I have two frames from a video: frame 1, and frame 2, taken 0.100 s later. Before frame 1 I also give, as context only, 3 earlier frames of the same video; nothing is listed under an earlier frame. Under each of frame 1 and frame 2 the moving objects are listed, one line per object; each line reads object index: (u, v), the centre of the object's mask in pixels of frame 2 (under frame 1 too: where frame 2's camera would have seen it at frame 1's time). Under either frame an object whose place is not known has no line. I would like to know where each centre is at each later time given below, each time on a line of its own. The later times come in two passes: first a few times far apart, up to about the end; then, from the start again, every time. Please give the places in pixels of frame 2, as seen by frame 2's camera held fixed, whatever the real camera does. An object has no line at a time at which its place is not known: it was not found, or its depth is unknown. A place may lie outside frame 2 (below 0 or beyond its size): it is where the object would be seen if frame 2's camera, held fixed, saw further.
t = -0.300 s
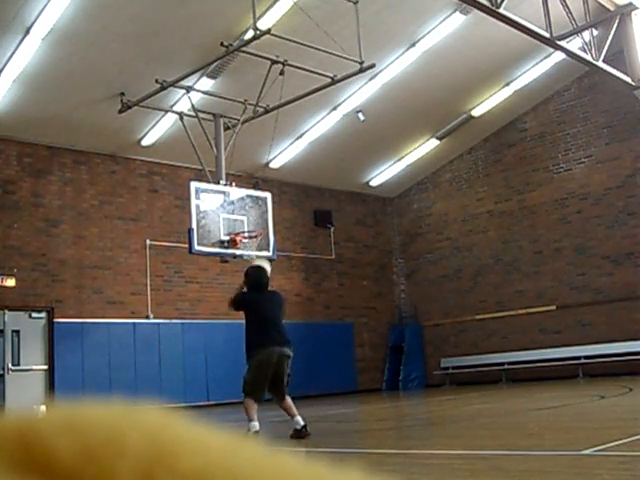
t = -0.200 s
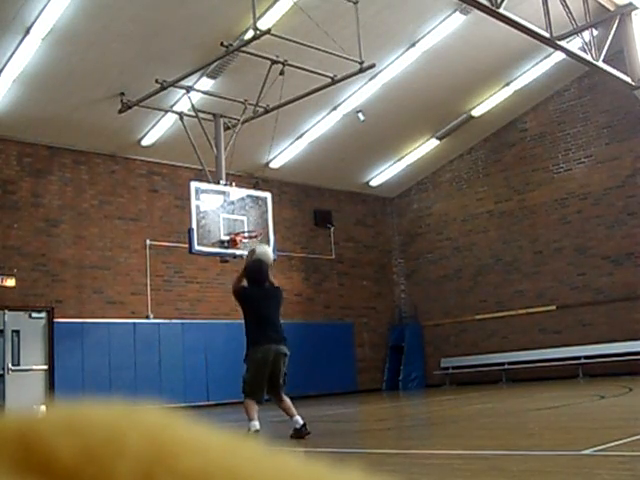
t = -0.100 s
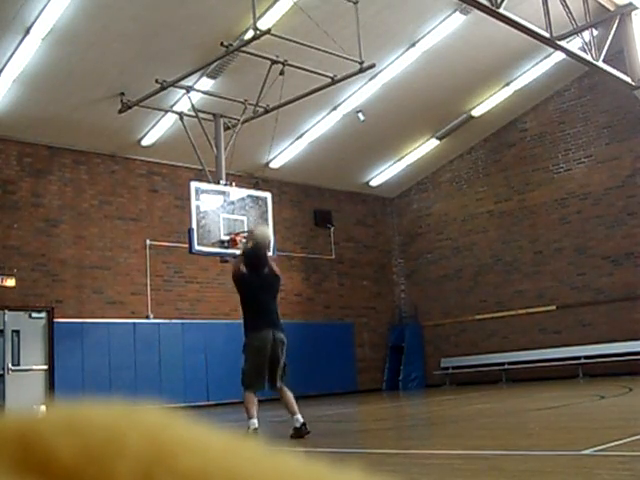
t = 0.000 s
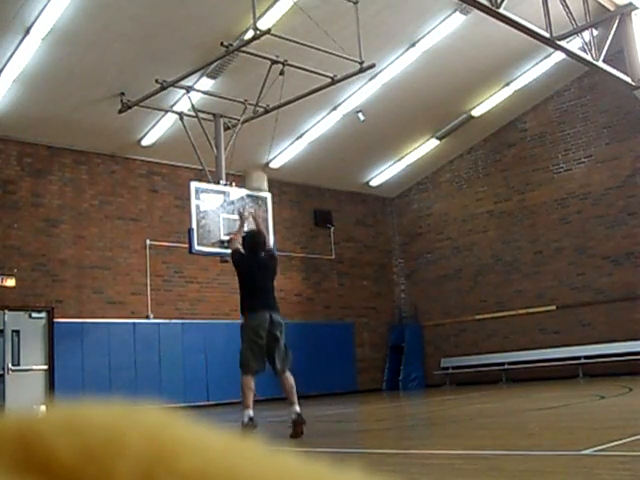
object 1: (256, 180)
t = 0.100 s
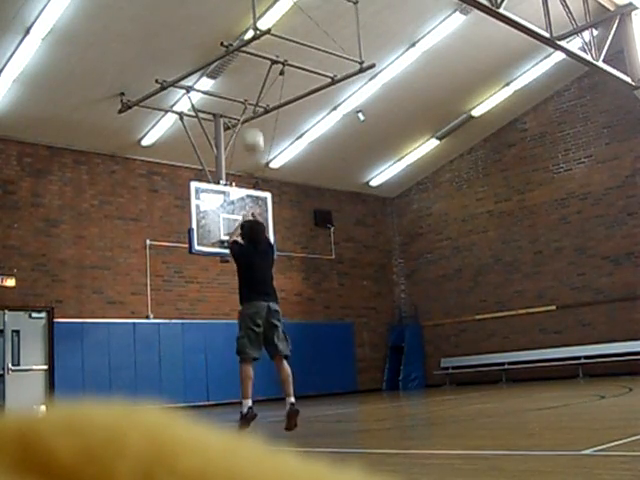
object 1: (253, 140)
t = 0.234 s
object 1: (249, 103)
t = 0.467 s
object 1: (246, 78)
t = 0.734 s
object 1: (245, 93)
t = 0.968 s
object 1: (246, 136)
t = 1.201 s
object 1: (248, 203)
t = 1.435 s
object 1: (248, 208)
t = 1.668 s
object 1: (250, 208)
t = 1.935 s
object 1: (254, 231)
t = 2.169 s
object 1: (275, 239)
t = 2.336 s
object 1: (290, 261)
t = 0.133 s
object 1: (252, 129)
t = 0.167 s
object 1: (251, 120)
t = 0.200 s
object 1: (250, 111)
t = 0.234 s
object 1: (249, 103)
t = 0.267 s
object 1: (249, 97)
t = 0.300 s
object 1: (248, 92)
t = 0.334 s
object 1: (248, 87)
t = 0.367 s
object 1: (247, 83)
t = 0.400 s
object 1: (247, 81)
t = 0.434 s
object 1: (246, 79)
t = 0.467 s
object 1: (246, 78)
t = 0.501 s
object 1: (246, 78)
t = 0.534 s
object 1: (245, 78)
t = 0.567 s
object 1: (245, 79)
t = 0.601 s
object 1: (245, 80)
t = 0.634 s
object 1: (245, 83)
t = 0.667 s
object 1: (245, 86)
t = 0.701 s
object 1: (244, 89)
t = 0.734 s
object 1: (245, 93)
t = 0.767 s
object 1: (244, 98)
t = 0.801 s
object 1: (245, 103)
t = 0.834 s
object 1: (245, 109)
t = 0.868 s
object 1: (245, 115)
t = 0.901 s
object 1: (245, 122)
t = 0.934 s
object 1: (246, 129)
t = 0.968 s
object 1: (246, 136)
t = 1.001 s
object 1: (246, 144)
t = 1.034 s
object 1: (247, 152)
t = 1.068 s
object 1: (247, 162)
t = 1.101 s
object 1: (247, 172)
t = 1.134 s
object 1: (247, 180)
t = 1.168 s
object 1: (249, 190)
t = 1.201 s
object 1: (248, 203)
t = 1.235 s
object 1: (249, 215)
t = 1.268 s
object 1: (249, 225)
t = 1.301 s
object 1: (248, 221)
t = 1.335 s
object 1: (248, 217)
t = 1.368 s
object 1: (248, 213)
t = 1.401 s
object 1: (248, 210)
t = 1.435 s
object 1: (248, 208)
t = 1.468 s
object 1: (248, 206)
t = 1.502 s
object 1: (248, 205)
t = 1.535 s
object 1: (248, 204)
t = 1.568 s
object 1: (249, 205)
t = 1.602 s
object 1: (248, 205)
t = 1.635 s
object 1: (249, 206)
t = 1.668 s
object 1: (250, 208)
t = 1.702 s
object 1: (250, 210)
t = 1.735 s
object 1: (250, 213)
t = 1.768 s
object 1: (251, 216)
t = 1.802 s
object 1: (251, 220)
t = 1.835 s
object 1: (252, 225)
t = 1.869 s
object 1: (253, 229)
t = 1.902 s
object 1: (253, 231)
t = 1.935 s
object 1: (254, 231)
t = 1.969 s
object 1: (257, 230)
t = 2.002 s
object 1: (260, 230)
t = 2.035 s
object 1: (263, 231)
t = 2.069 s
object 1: (265, 232)
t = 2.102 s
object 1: (267, 234)
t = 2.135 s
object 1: (271, 236)
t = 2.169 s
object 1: (275, 239)
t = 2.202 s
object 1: (278, 242)
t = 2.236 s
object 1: (281, 246)
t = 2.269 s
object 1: (283, 250)
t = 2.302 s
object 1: (286, 256)
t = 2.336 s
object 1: (290, 261)
